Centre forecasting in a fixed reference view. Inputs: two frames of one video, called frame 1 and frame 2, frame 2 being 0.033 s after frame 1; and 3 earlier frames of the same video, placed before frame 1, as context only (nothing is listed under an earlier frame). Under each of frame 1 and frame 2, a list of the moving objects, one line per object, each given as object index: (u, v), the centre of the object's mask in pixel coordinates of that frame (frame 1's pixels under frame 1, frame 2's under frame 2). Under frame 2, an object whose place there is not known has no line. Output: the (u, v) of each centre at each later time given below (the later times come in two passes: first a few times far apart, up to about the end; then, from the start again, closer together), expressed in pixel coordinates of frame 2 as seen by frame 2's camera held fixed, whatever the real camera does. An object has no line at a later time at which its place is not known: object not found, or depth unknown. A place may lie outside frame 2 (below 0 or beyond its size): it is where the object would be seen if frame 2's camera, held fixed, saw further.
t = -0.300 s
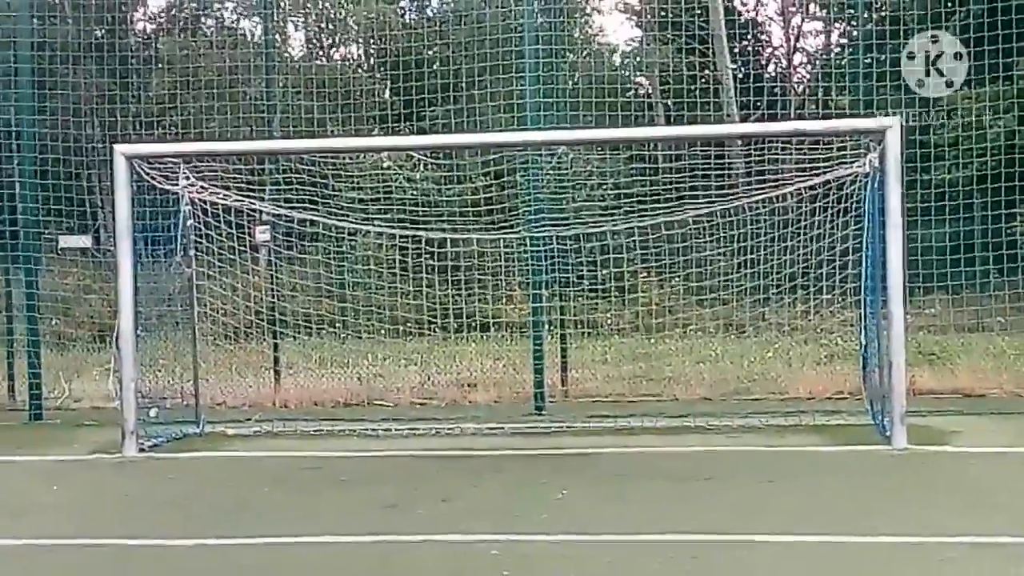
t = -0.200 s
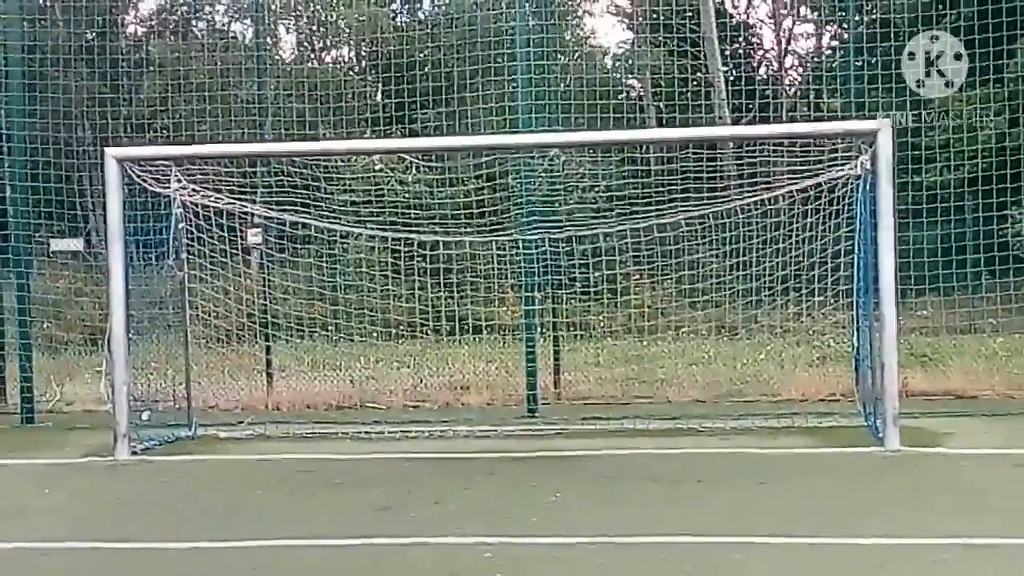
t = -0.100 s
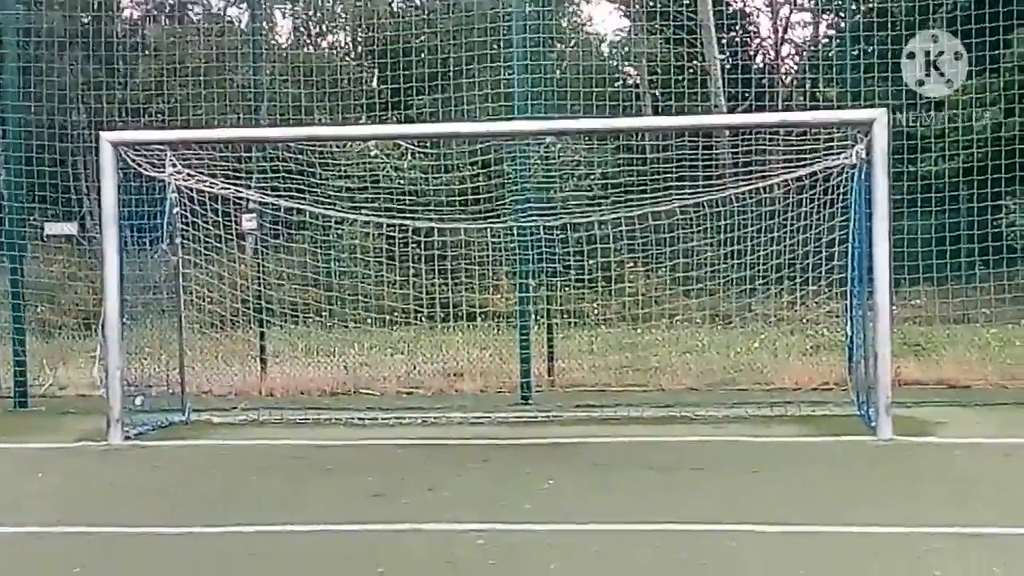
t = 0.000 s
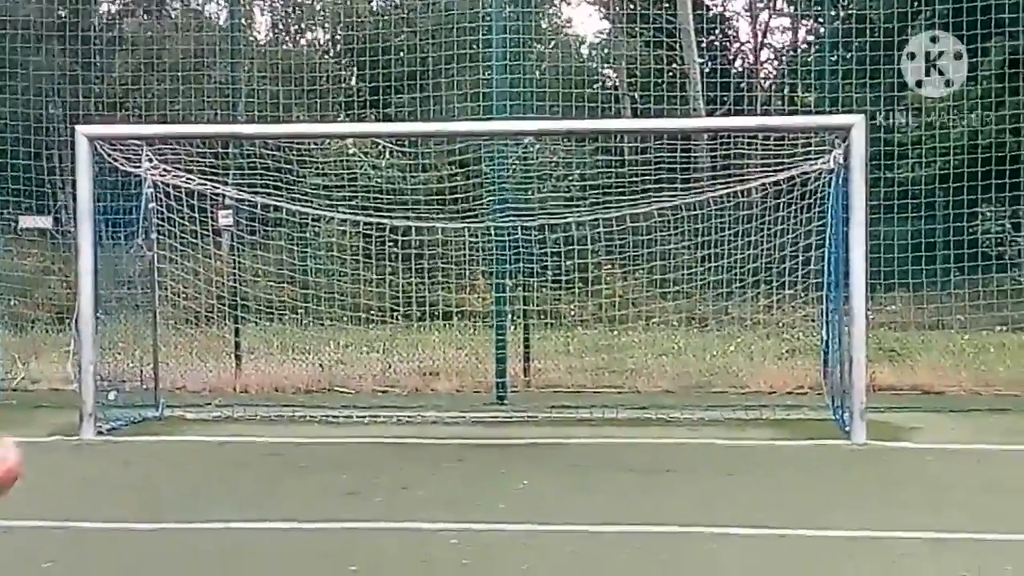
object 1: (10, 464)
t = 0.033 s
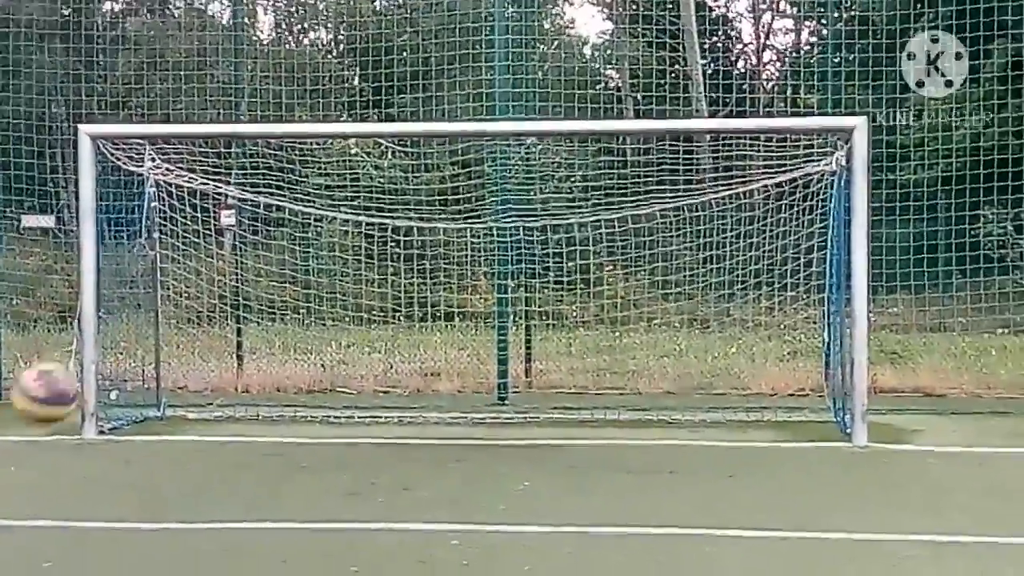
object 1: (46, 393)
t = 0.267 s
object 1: (266, 234)
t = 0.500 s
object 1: (361, 272)
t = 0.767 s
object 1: (413, 346)
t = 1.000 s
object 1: (421, 401)
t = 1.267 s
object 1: (409, 397)
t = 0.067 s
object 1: (94, 342)
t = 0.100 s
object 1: (134, 305)
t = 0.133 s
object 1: (168, 278)
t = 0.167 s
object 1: (198, 259)
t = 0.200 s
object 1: (223, 246)
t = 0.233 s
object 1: (246, 238)
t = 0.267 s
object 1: (266, 234)
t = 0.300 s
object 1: (281, 233)
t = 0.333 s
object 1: (300, 235)
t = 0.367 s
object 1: (312, 239)
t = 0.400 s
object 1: (326, 244)
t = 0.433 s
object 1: (336, 252)
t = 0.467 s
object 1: (349, 262)
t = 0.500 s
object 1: (361, 272)
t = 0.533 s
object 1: (370, 284)
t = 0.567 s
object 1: (378, 296)
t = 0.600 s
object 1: (387, 311)
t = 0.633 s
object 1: (396, 320)
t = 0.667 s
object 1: (401, 325)
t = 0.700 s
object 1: (406, 332)
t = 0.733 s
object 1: (409, 338)
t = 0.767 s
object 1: (413, 346)
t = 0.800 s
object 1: (416, 353)
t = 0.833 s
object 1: (418, 361)
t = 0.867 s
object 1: (420, 370)
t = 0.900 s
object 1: (423, 378)
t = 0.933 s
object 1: (422, 387)
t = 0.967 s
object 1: (422, 397)
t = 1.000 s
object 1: (421, 401)
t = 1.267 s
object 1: (409, 397)
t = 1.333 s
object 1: (407, 400)
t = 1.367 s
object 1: (406, 405)
